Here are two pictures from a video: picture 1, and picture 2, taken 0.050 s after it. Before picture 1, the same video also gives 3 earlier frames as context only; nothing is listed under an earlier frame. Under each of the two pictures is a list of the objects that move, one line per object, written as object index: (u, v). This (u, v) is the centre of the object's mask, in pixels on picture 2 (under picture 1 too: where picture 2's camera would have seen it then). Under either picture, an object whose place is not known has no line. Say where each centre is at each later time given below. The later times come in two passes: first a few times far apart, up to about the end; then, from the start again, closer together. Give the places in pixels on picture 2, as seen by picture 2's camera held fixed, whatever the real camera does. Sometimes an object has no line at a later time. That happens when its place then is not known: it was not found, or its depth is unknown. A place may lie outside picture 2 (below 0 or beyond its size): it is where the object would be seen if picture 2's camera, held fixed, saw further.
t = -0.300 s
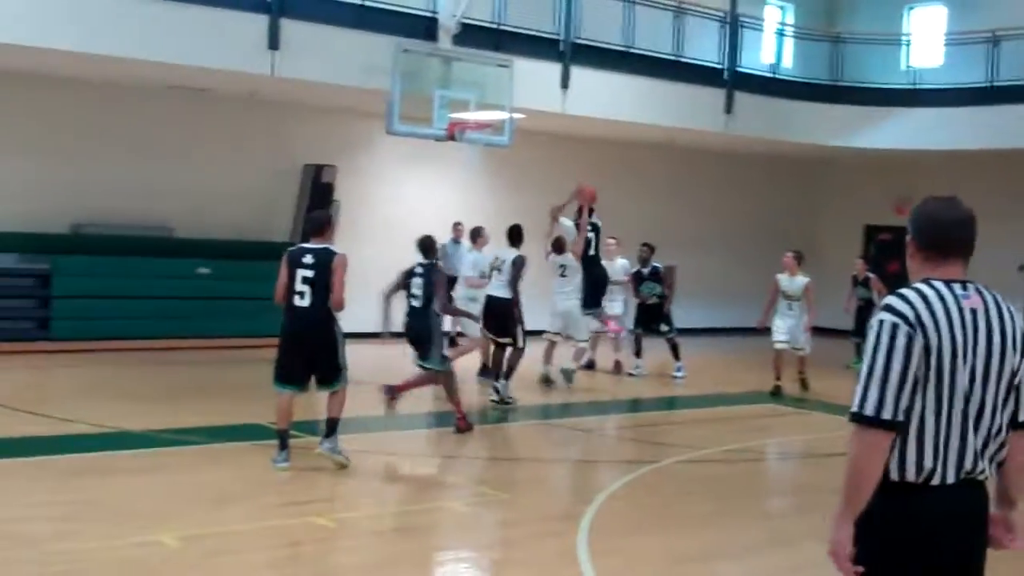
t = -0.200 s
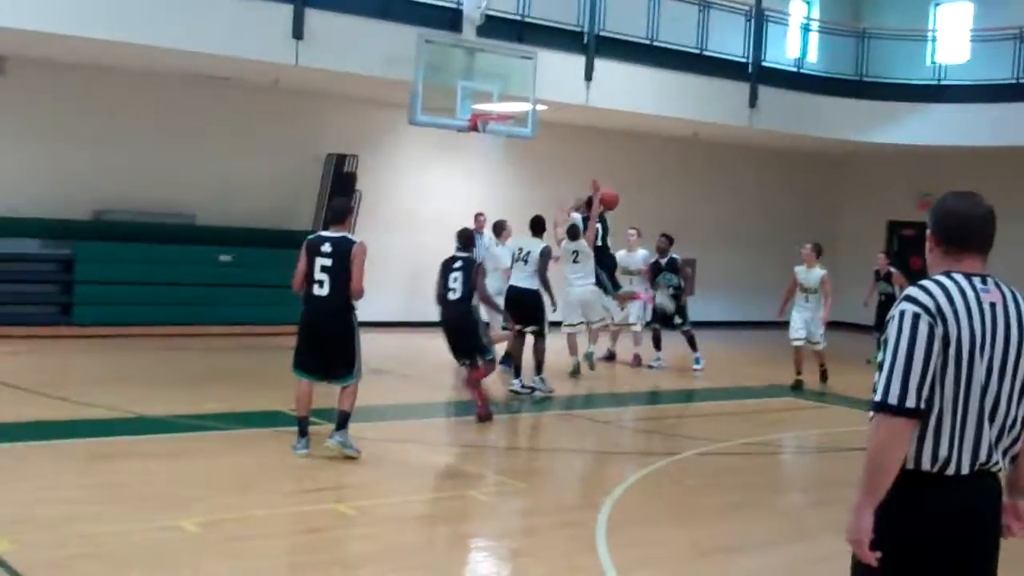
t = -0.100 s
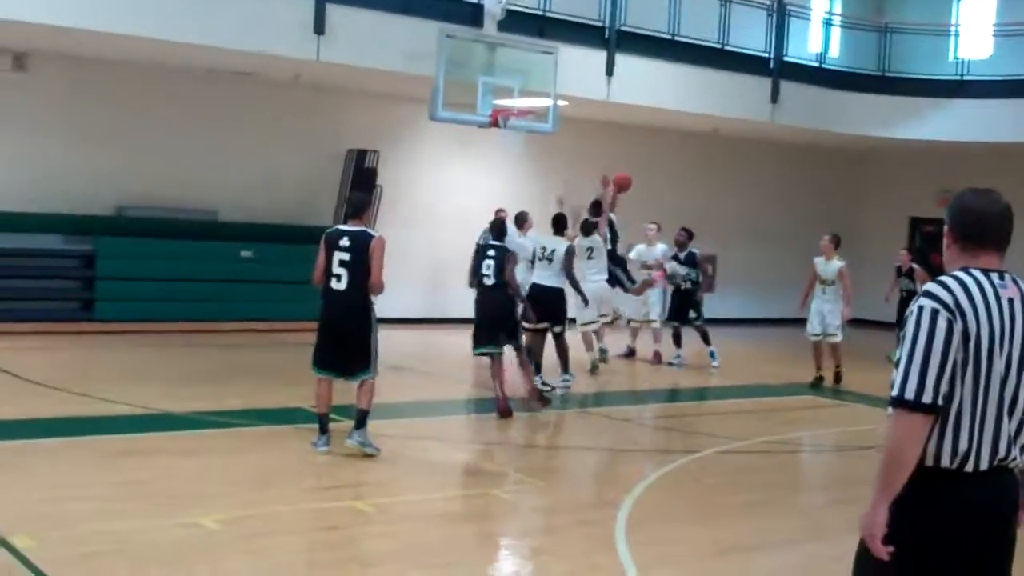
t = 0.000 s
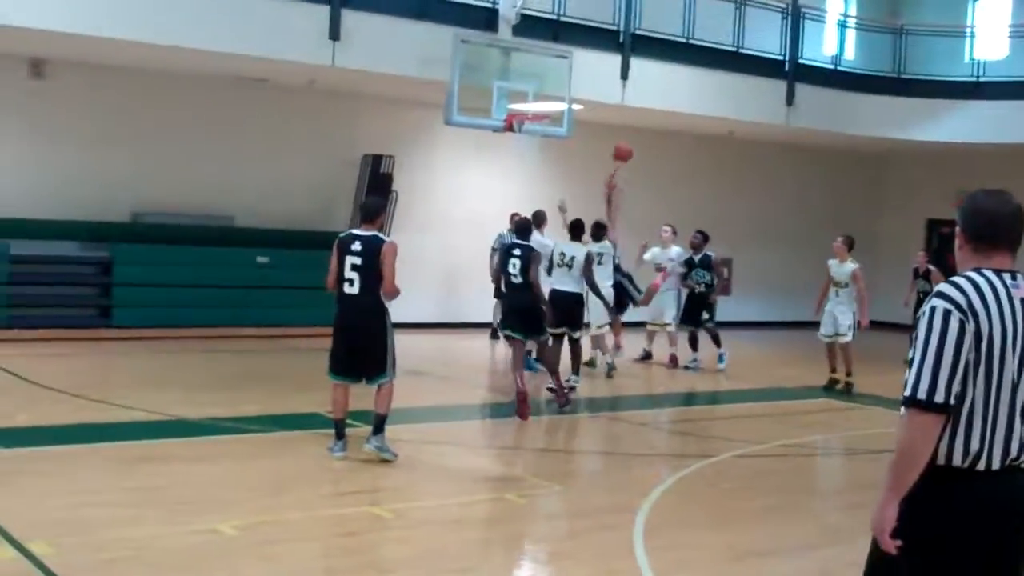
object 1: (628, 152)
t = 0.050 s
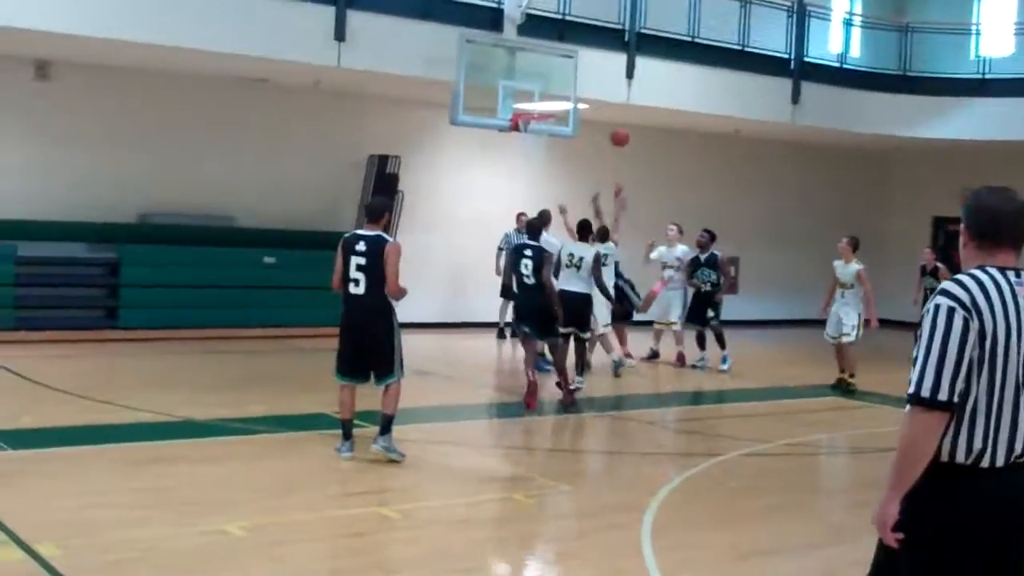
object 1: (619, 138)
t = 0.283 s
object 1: (579, 99)
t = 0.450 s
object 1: (548, 100)
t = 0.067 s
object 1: (616, 132)
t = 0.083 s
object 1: (613, 130)
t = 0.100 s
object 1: (610, 126)
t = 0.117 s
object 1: (608, 122)
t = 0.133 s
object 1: (604, 120)
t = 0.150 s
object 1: (602, 116)
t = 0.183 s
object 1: (597, 111)
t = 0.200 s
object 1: (593, 109)
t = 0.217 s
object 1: (590, 106)
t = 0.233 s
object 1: (587, 104)
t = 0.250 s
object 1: (584, 102)
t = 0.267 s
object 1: (582, 101)
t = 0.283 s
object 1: (579, 99)
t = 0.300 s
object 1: (576, 98)
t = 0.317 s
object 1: (572, 98)
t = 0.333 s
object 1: (569, 97)
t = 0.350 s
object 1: (567, 96)
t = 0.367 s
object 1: (563, 96)
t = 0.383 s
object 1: (560, 96)
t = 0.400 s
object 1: (557, 96)
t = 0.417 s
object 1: (554, 97)
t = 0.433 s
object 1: (551, 98)
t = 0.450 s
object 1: (548, 100)
